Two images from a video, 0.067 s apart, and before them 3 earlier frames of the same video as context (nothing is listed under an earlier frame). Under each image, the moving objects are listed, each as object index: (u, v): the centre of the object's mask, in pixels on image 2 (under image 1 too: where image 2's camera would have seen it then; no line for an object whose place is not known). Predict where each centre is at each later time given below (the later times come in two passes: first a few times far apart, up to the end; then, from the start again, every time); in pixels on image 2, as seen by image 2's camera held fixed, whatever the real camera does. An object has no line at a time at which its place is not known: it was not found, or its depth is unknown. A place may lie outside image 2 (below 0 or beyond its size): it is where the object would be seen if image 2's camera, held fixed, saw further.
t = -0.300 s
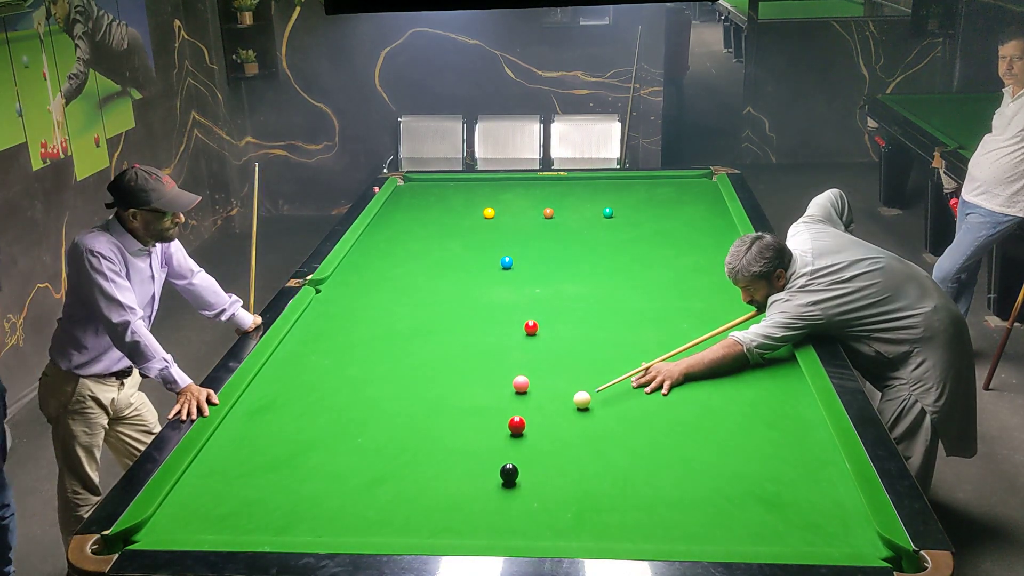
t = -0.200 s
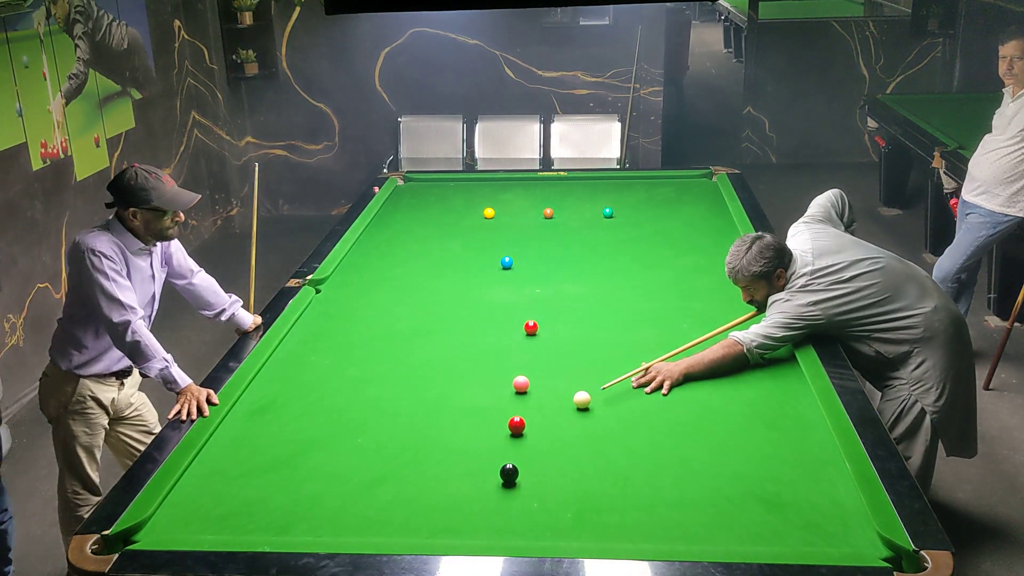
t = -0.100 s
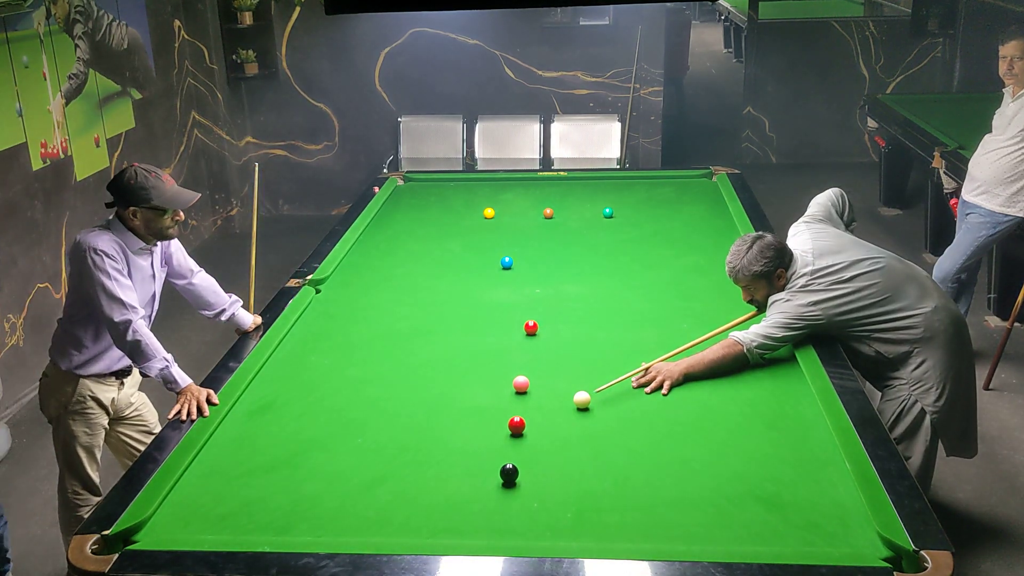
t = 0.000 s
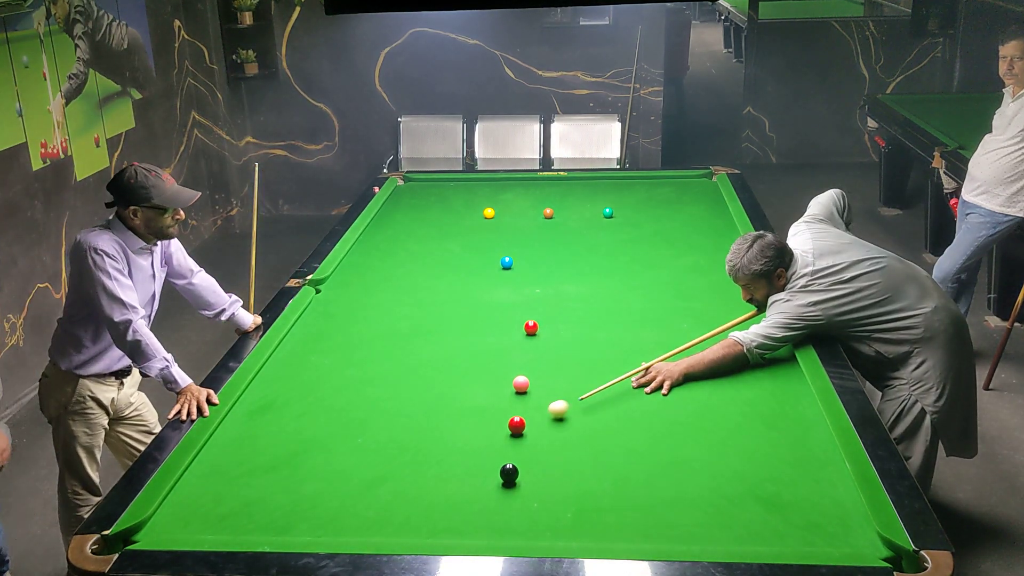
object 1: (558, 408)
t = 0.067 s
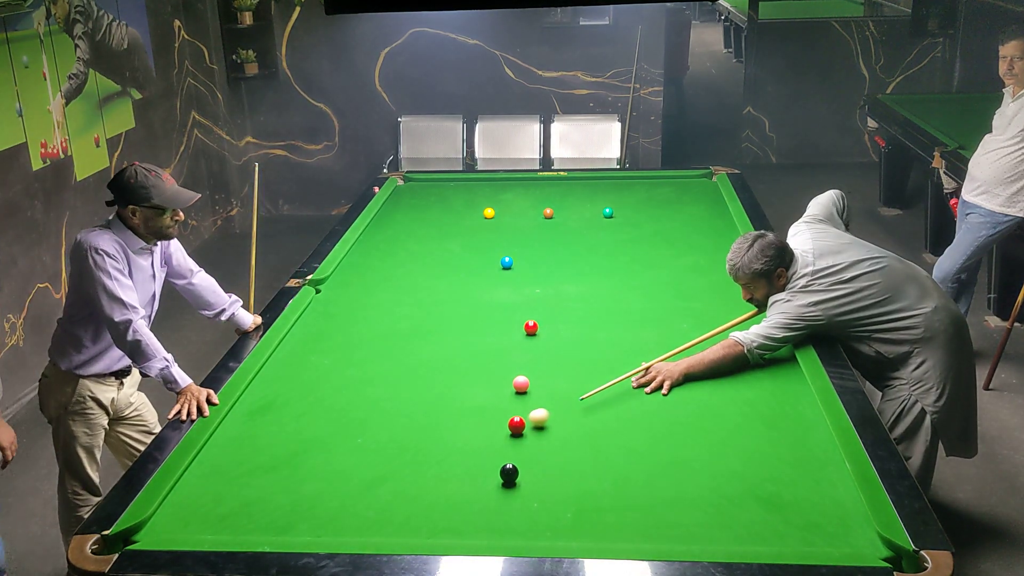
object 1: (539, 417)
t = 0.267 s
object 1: (527, 429)
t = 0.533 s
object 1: (514, 444)
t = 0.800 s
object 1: (500, 457)
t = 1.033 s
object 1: (490, 470)
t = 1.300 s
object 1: (476, 482)
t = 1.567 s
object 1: (463, 494)
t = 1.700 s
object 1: (457, 499)
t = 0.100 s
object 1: (532, 420)
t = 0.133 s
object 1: (533, 422)
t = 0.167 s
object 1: (532, 423)
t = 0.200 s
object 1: (530, 425)
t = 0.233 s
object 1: (529, 427)
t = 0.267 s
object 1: (527, 429)
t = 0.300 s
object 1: (525, 431)
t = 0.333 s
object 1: (523, 433)
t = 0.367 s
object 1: (522, 435)
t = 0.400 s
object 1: (520, 437)
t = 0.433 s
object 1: (518, 438)
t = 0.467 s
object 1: (517, 440)
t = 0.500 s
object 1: (515, 442)
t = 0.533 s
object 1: (514, 444)
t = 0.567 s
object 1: (512, 445)
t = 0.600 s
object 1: (510, 447)
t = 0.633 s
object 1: (508, 449)
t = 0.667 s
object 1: (507, 450)
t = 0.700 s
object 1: (505, 452)
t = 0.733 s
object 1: (504, 454)
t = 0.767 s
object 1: (502, 456)
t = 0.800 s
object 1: (500, 457)
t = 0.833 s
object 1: (499, 459)
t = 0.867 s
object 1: (497, 461)
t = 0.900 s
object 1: (496, 463)
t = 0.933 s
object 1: (494, 465)
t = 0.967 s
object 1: (493, 466)
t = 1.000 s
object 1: (491, 468)
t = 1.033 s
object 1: (490, 470)
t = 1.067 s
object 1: (488, 471)
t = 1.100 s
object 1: (486, 473)
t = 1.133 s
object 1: (484, 475)
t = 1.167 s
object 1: (483, 476)
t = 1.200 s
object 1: (481, 478)
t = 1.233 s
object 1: (479, 479)
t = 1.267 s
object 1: (477, 480)
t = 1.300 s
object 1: (476, 482)
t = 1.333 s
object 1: (474, 484)
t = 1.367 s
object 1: (473, 485)
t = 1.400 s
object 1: (471, 487)
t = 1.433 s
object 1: (469, 488)
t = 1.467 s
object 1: (468, 490)
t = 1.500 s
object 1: (466, 491)
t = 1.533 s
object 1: (464, 492)
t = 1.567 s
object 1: (463, 494)
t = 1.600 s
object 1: (462, 495)
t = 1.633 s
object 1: (460, 496)
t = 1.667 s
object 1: (459, 498)
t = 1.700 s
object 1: (457, 499)
